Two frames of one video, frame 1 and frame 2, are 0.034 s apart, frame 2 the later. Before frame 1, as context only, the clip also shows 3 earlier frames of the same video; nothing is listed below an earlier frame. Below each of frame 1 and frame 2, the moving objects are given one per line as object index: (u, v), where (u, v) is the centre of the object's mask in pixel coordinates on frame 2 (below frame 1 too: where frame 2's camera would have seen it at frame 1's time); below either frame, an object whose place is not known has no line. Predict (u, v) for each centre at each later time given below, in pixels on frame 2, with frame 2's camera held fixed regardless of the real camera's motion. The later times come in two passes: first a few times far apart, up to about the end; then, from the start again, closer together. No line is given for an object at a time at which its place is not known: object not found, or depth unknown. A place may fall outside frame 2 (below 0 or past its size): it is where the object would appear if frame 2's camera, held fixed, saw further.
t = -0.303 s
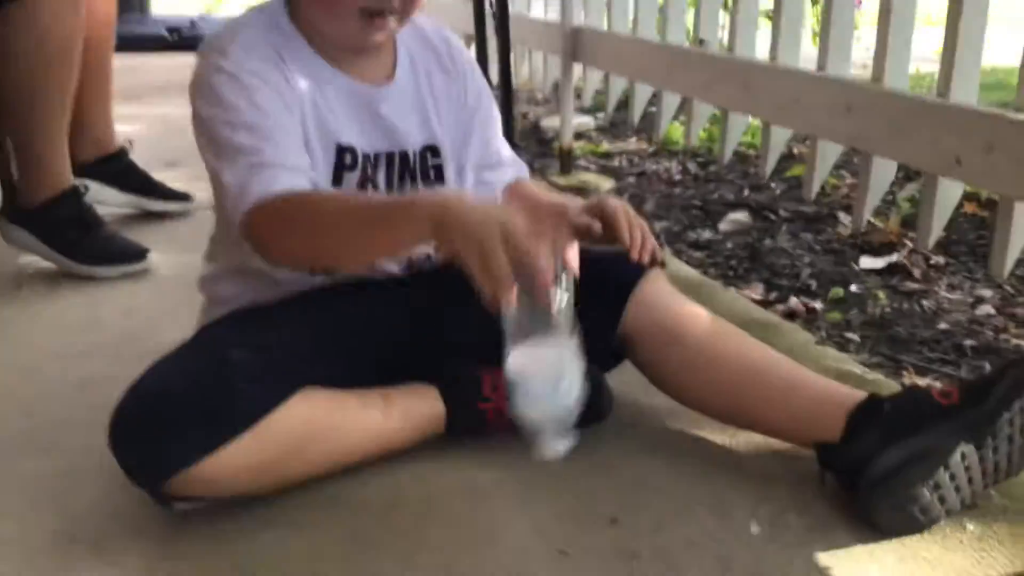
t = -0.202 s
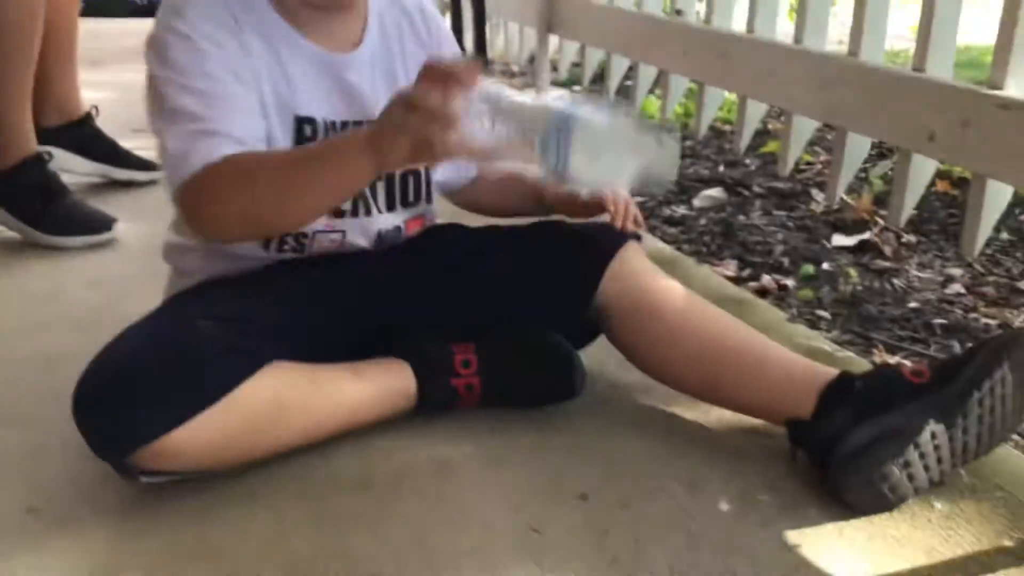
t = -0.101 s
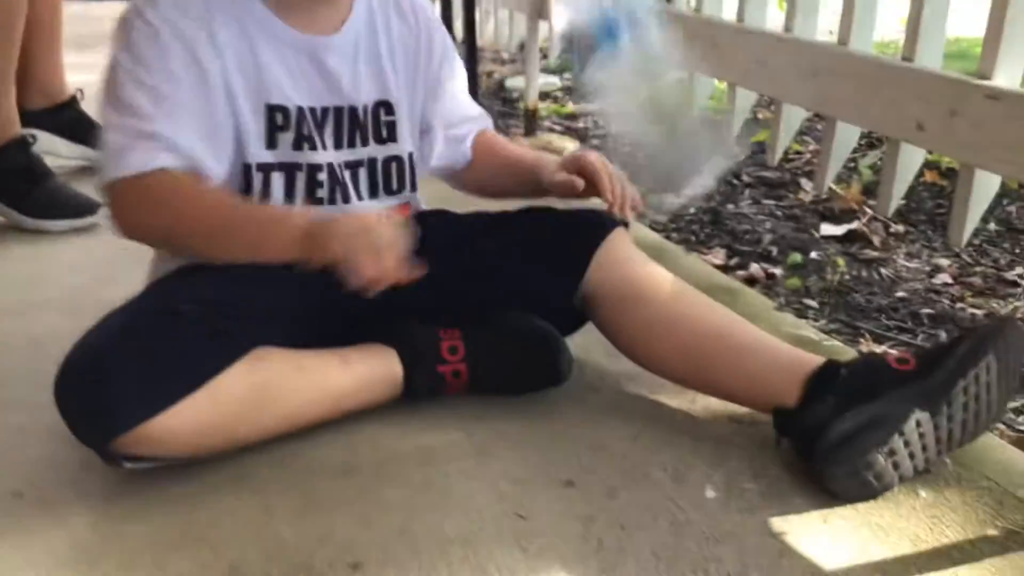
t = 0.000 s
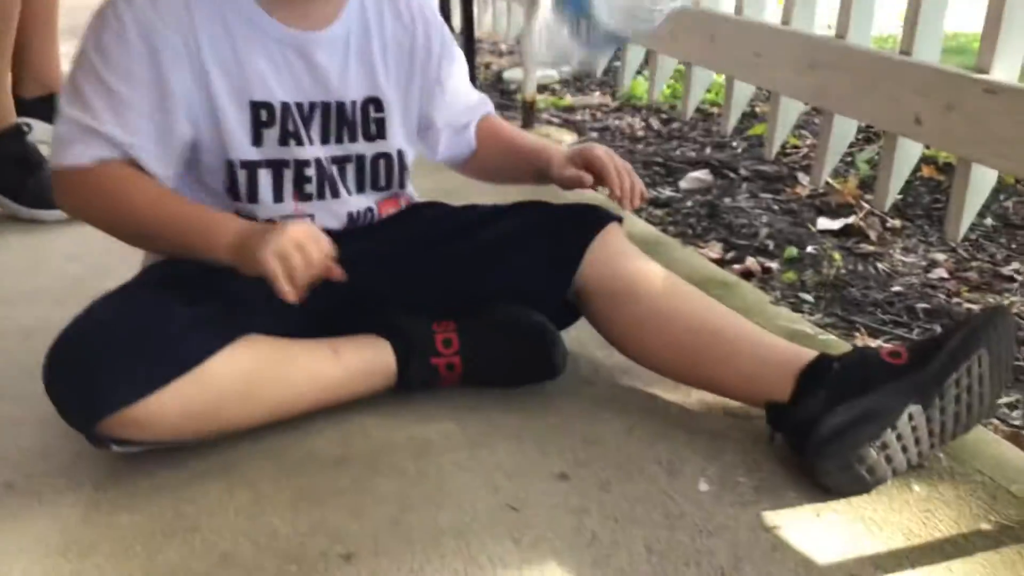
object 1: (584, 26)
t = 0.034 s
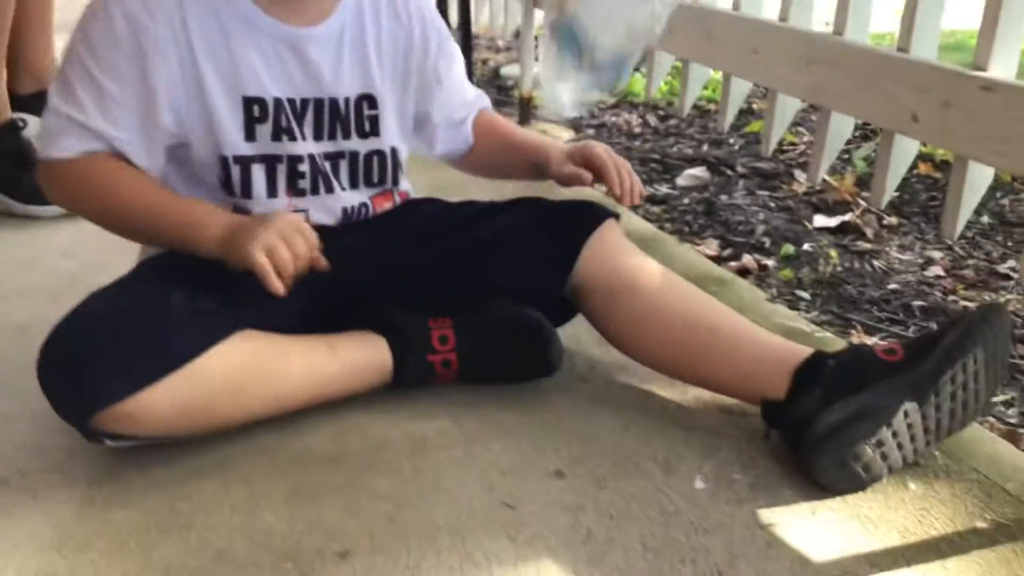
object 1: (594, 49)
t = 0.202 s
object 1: (583, 363)
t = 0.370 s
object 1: (468, 464)
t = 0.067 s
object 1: (606, 79)
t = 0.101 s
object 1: (610, 111)
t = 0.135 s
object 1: (606, 160)
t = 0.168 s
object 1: (594, 266)
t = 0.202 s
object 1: (583, 363)
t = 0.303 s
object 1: (505, 472)
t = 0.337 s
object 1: (484, 467)
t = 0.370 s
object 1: (468, 464)
